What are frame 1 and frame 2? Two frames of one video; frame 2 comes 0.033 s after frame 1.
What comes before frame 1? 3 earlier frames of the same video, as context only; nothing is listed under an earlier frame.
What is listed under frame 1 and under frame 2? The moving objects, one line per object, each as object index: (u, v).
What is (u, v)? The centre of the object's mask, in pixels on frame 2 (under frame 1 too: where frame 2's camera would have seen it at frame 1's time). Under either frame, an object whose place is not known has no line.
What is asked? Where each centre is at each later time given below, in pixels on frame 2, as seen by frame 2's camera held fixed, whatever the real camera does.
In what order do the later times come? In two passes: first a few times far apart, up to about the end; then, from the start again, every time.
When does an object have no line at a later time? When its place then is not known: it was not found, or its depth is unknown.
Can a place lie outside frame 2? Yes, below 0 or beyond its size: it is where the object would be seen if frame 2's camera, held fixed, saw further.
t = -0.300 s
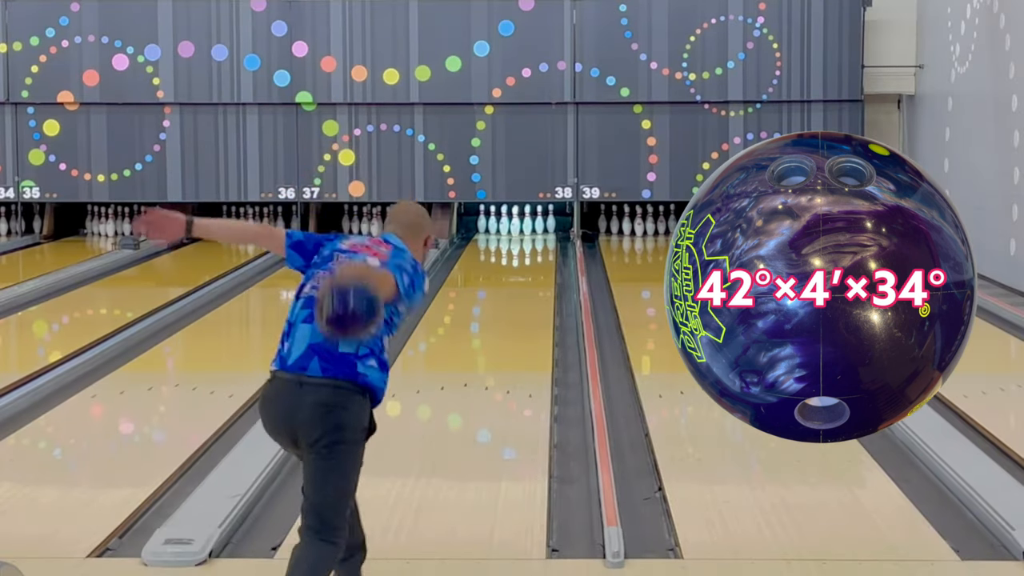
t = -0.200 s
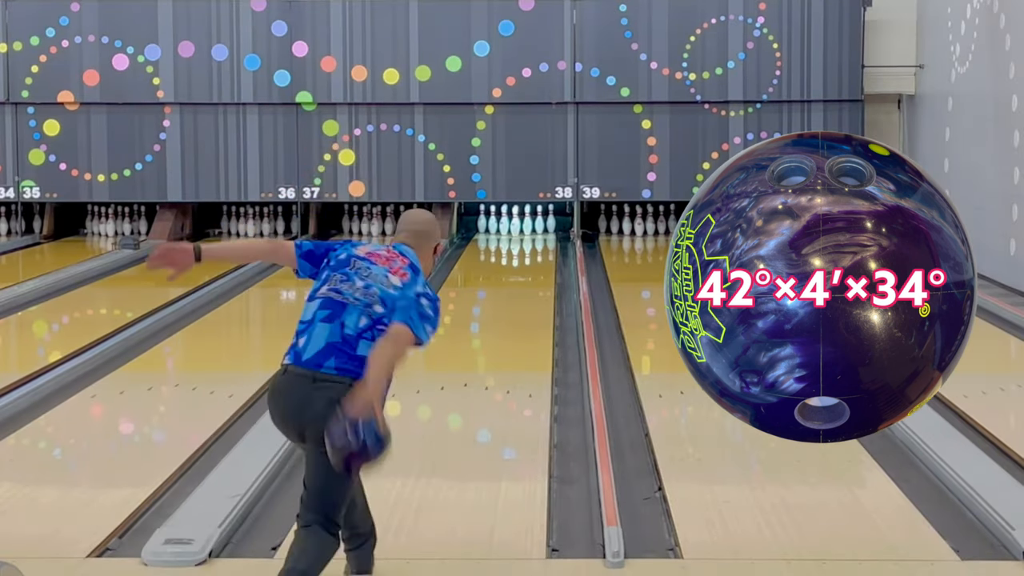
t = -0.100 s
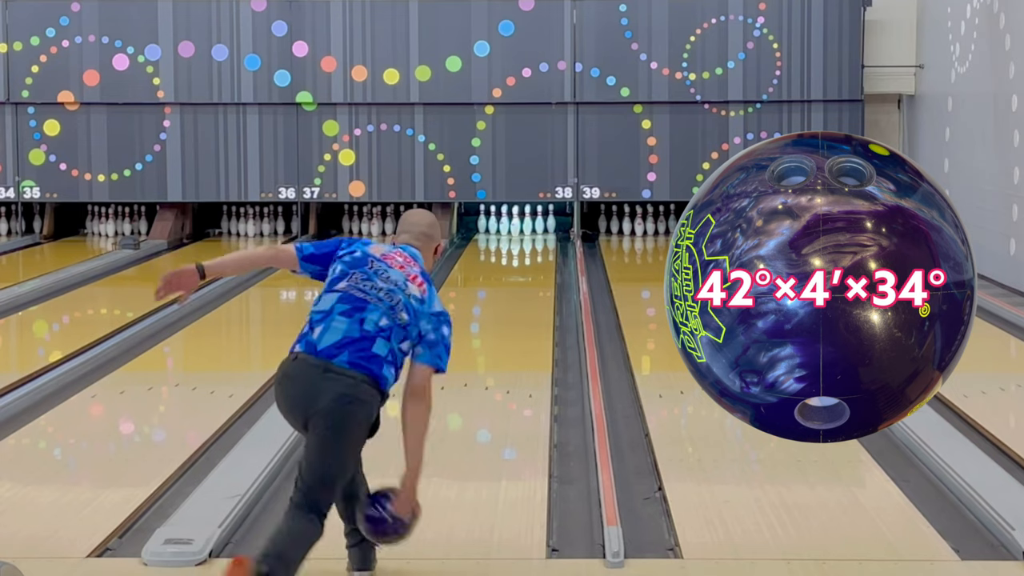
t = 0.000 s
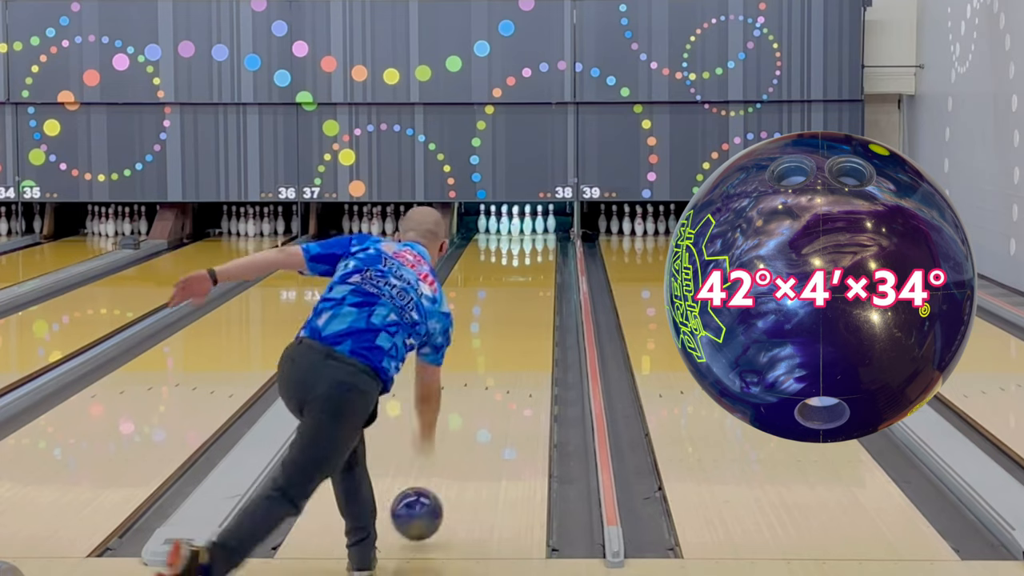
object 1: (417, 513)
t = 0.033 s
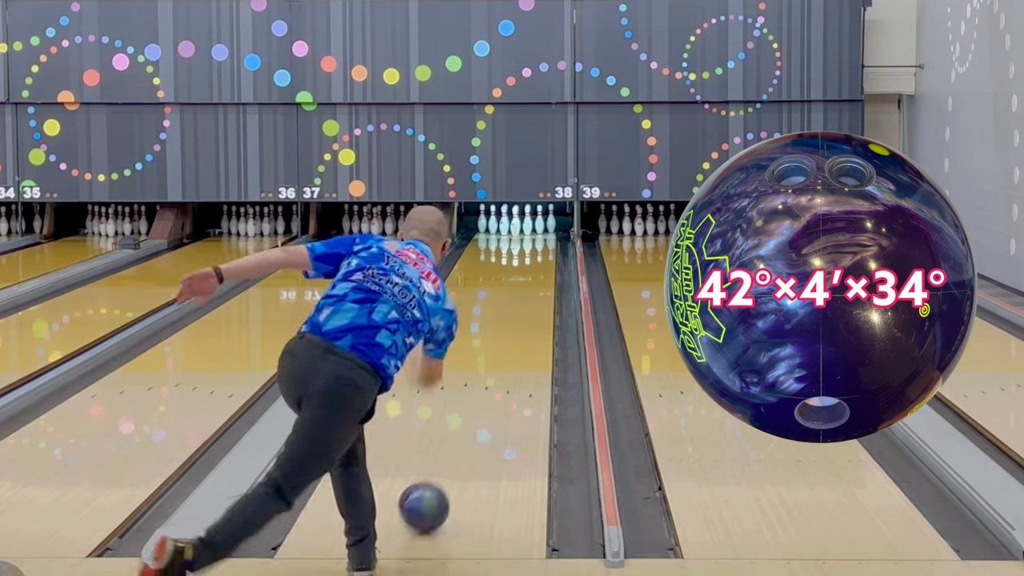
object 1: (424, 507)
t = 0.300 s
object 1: (467, 423)
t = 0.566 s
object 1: (494, 368)
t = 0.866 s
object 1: (513, 326)
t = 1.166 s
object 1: (525, 295)
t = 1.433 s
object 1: (531, 274)
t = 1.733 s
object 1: (533, 256)
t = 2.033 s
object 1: (528, 242)
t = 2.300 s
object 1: (520, 232)
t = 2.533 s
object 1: (514, 226)
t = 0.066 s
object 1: (431, 492)
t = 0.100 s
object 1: (437, 481)
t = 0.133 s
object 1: (443, 471)
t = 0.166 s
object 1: (448, 460)
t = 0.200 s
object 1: (453, 450)
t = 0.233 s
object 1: (458, 440)
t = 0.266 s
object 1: (463, 431)
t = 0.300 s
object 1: (467, 423)
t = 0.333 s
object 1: (471, 415)
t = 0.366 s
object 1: (475, 407)
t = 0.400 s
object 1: (479, 399)
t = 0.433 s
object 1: (482, 392)
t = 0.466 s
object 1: (486, 386)
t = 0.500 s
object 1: (489, 380)
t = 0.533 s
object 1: (492, 374)
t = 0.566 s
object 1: (494, 368)
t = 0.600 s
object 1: (497, 362)
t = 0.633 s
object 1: (500, 357)
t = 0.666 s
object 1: (502, 352)
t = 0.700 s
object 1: (504, 348)
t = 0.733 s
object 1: (506, 343)
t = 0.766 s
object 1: (508, 338)
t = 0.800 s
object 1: (510, 334)
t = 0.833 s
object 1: (512, 330)
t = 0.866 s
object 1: (513, 326)
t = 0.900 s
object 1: (515, 322)
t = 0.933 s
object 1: (517, 318)
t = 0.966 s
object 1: (518, 314)
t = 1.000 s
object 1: (520, 311)
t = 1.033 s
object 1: (521, 307)
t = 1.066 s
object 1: (522, 304)
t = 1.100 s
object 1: (523, 301)
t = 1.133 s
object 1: (524, 298)
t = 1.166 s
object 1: (525, 295)
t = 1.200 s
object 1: (526, 292)
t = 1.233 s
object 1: (527, 289)
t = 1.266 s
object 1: (528, 286)
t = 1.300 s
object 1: (529, 284)
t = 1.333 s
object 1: (529, 281)
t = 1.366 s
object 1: (530, 279)
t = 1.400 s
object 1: (530, 277)
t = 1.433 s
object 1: (531, 274)
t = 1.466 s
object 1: (532, 272)
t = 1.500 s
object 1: (532, 270)
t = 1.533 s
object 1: (532, 267)
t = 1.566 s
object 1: (533, 266)
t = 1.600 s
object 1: (533, 263)
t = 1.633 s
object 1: (533, 261)
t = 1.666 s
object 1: (533, 259)
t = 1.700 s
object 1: (533, 257)
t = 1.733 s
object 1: (533, 256)
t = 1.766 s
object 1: (533, 254)
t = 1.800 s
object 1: (533, 253)
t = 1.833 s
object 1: (532, 251)
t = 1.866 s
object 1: (532, 249)
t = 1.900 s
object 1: (531, 248)
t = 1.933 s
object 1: (531, 246)
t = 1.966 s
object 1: (530, 245)
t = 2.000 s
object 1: (530, 244)
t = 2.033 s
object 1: (528, 242)
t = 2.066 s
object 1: (528, 241)
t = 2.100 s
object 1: (527, 239)
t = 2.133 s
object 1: (526, 238)
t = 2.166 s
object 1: (525, 237)
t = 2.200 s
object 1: (524, 236)
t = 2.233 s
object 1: (522, 234)
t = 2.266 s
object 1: (521, 233)
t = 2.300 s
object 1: (520, 232)
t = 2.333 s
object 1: (518, 231)
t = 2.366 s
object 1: (517, 230)
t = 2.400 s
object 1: (515, 229)
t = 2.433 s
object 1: (514, 228)
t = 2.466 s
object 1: (513, 227)
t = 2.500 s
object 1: (514, 227)
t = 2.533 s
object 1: (514, 226)
